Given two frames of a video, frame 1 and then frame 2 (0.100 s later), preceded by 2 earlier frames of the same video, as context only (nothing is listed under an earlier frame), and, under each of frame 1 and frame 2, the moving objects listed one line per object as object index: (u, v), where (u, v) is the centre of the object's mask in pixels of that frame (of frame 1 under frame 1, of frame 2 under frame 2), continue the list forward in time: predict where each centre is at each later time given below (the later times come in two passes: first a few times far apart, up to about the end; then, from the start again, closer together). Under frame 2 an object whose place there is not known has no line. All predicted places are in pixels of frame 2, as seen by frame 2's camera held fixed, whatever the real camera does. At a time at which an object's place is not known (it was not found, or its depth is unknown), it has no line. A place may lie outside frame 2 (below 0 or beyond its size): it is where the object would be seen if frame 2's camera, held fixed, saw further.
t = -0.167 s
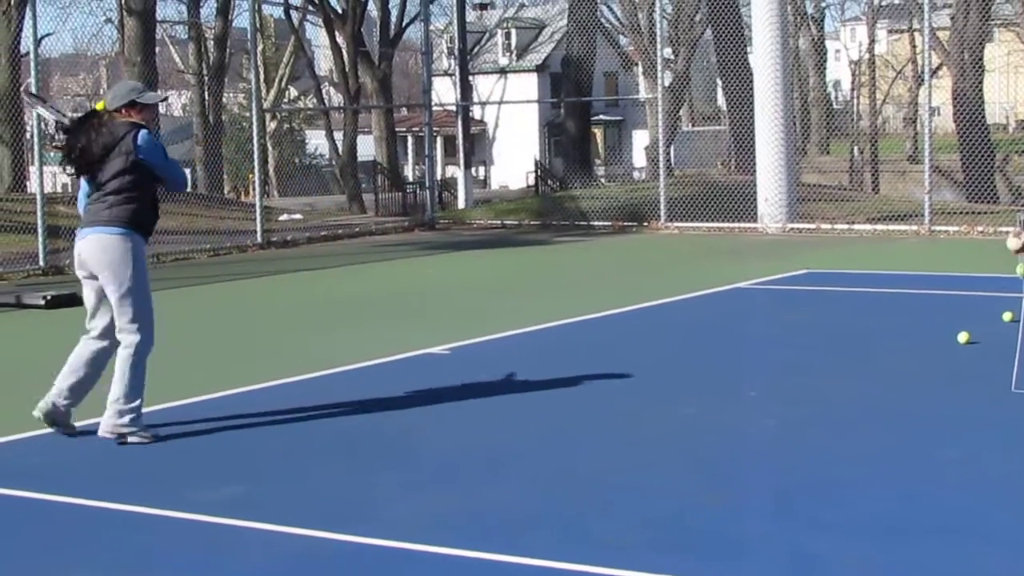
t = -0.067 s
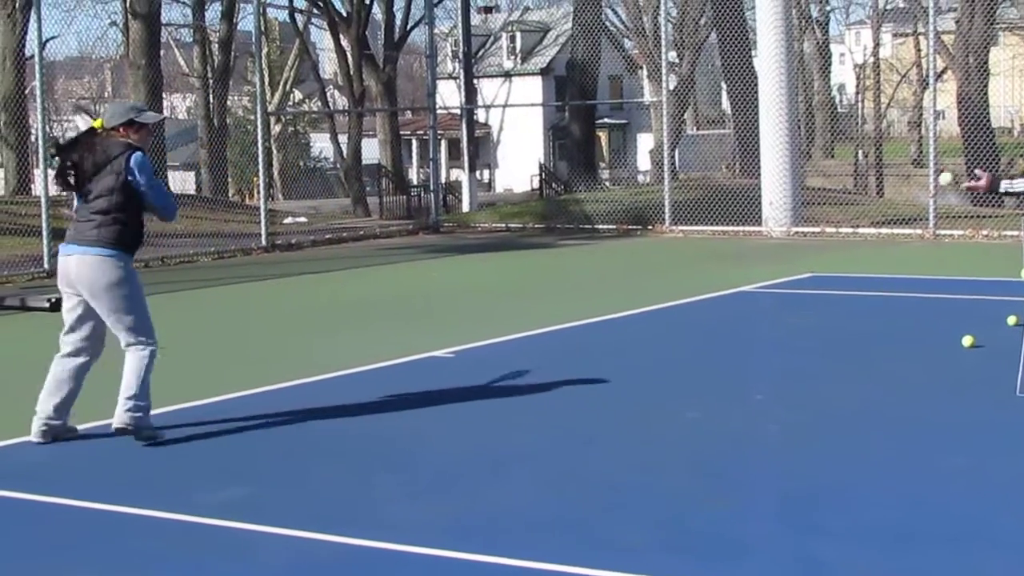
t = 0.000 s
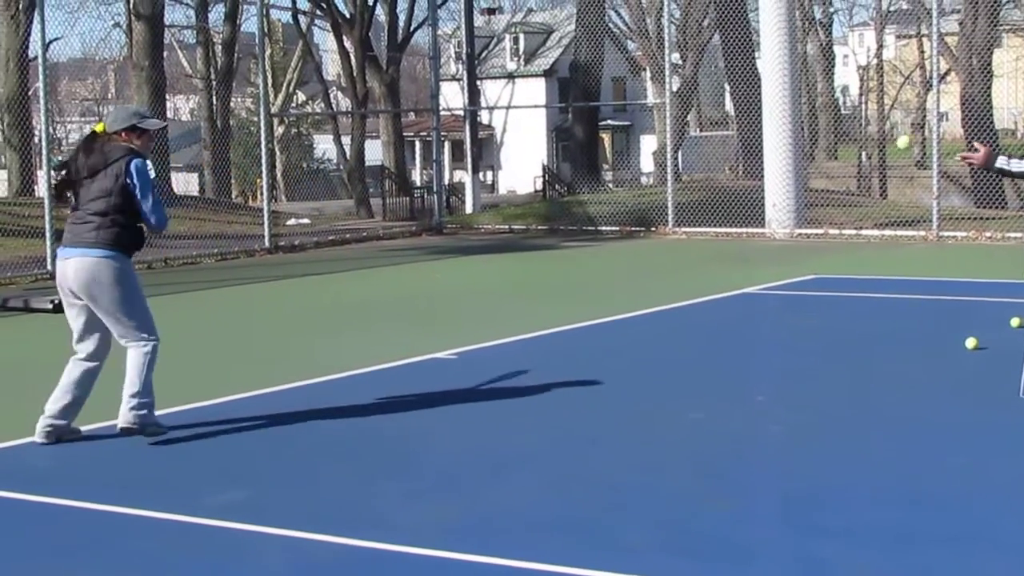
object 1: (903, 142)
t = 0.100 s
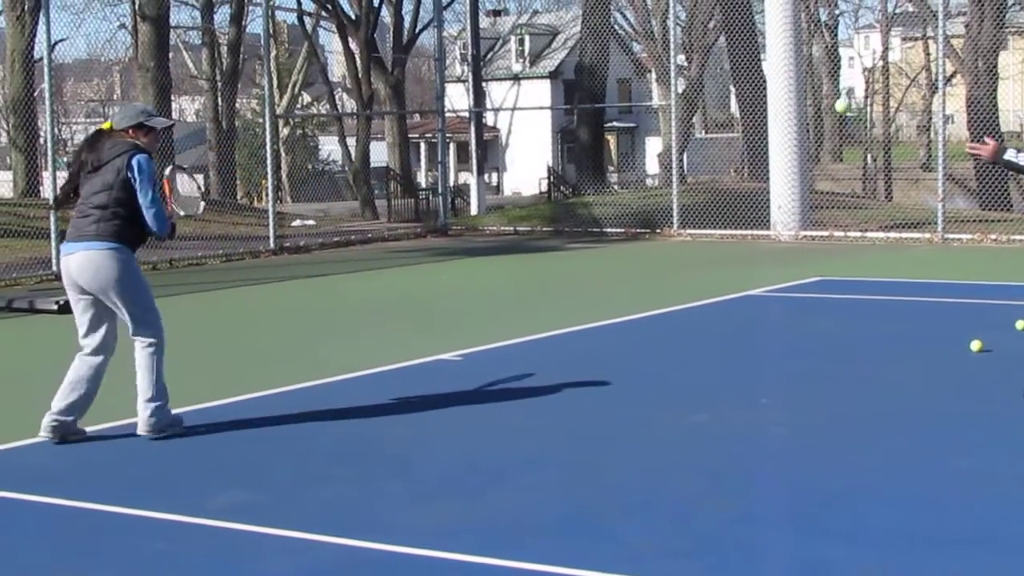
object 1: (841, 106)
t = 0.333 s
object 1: (691, 100)
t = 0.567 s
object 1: (551, 209)
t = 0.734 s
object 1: (459, 351)
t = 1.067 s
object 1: (321, 270)
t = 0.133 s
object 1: (819, 97)
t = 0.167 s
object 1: (797, 91)
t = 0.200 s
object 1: (778, 89)
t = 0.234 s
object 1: (754, 87)
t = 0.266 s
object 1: (733, 90)
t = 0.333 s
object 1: (691, 100)
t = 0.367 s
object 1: (671, 108)
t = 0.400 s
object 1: (650, 119)
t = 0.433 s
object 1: (629, 133)
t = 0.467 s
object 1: (609, 148)
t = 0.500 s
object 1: (590, 167)
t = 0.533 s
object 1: (570, 186)
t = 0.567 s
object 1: (551, 209)
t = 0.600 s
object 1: (532, 233)
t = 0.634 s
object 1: (513, 259)
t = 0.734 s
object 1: (459, 351)
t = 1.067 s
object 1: (321, 270)
